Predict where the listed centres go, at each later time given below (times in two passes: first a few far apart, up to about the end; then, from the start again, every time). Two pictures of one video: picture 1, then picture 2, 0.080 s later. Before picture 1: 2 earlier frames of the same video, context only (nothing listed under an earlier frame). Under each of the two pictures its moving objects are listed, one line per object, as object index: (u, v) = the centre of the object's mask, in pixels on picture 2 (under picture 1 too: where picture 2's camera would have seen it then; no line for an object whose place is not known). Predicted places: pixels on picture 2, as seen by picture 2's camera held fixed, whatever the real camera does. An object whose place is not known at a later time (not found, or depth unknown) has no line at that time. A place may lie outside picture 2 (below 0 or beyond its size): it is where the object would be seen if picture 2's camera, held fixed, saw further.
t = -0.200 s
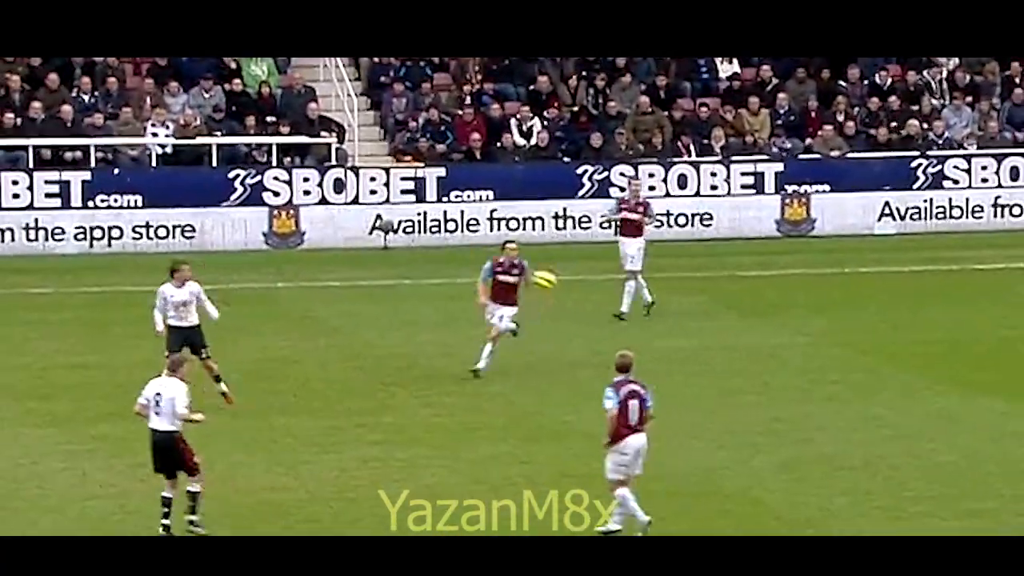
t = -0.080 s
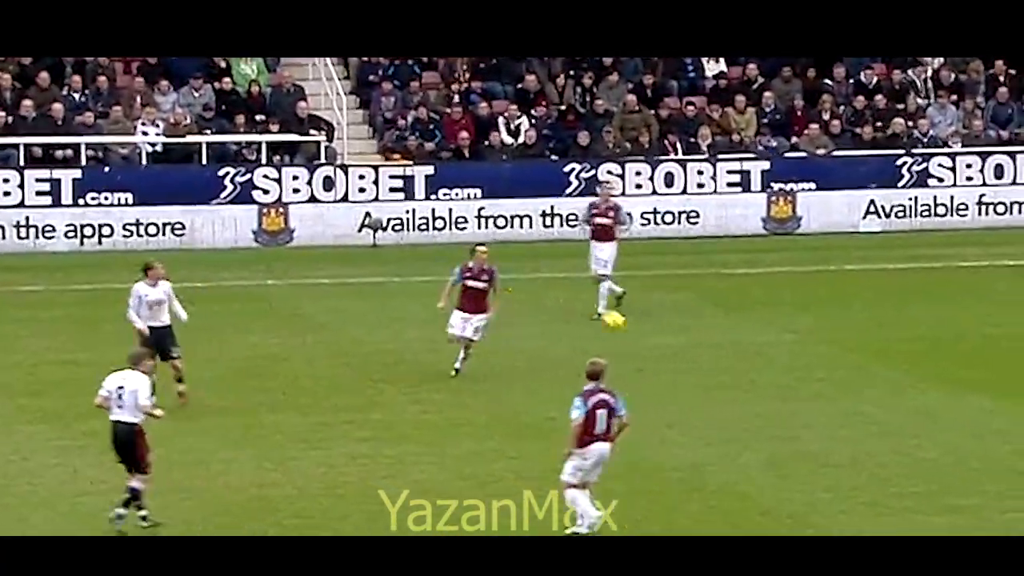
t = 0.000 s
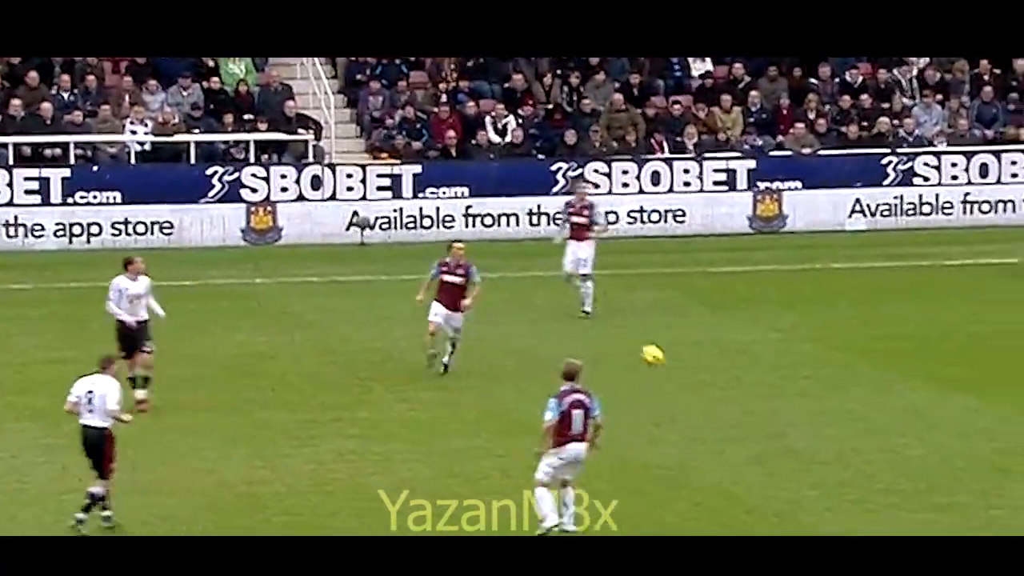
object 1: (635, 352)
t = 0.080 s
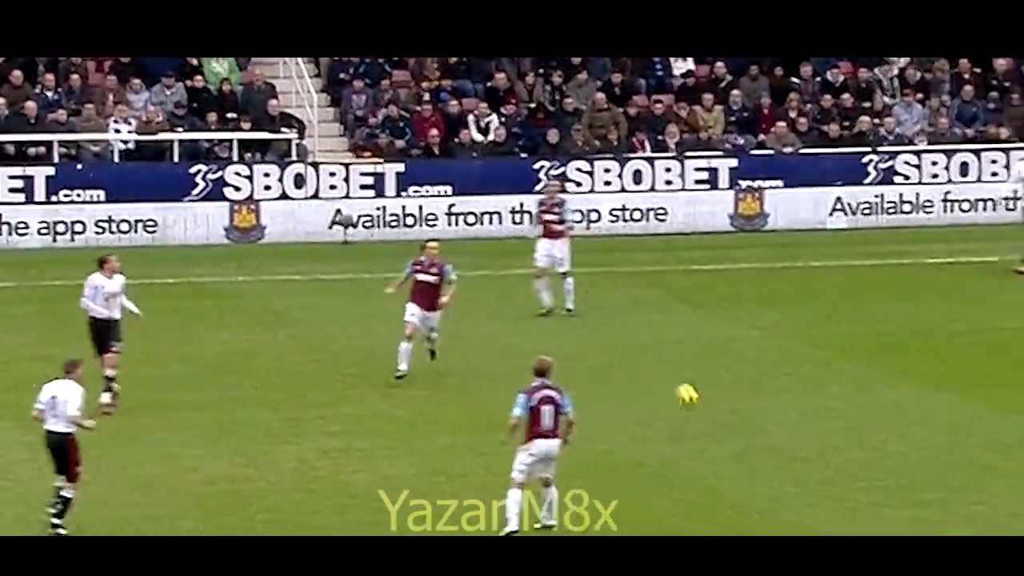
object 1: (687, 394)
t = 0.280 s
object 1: (788, 382)
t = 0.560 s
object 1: (910, 355)
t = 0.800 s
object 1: (1014, 392)
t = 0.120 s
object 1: (713, 418)
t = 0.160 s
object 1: (734, 418)
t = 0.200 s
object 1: (752, 405)
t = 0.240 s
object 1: (769, 393)
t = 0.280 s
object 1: (788, 382)
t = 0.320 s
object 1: (806, 374)
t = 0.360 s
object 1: (823, 367)
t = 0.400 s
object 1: (841, 361)
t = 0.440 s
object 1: (859, 358)
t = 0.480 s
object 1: (876, 355)
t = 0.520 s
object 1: (894, 355)
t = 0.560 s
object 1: (910, 355)
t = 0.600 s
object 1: (928, 357)
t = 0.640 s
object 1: (945, 361)
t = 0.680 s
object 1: (962, 367)
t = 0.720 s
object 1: (979, 373)
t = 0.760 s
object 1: (996, 382)
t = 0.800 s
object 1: (1014, 392)
